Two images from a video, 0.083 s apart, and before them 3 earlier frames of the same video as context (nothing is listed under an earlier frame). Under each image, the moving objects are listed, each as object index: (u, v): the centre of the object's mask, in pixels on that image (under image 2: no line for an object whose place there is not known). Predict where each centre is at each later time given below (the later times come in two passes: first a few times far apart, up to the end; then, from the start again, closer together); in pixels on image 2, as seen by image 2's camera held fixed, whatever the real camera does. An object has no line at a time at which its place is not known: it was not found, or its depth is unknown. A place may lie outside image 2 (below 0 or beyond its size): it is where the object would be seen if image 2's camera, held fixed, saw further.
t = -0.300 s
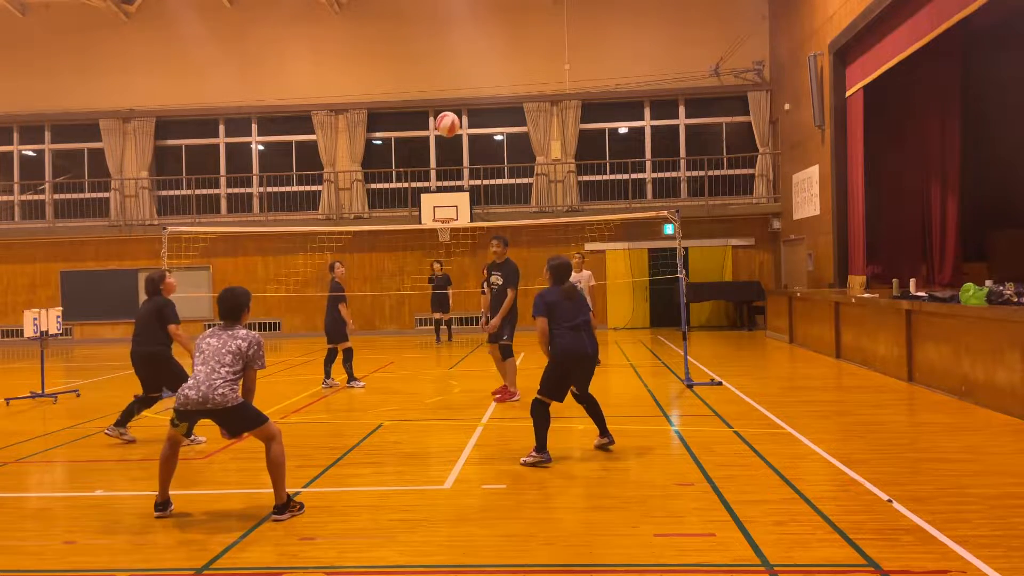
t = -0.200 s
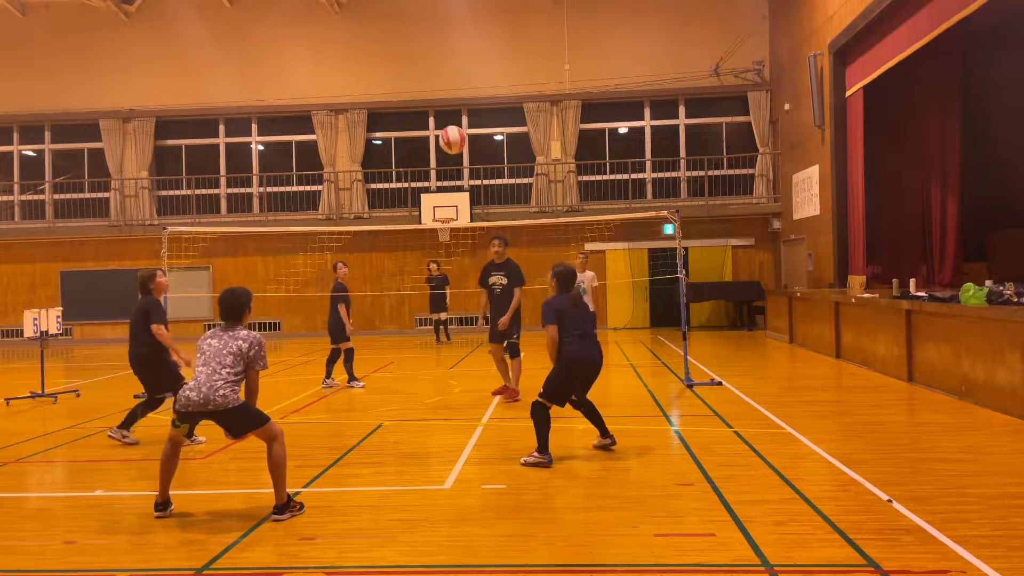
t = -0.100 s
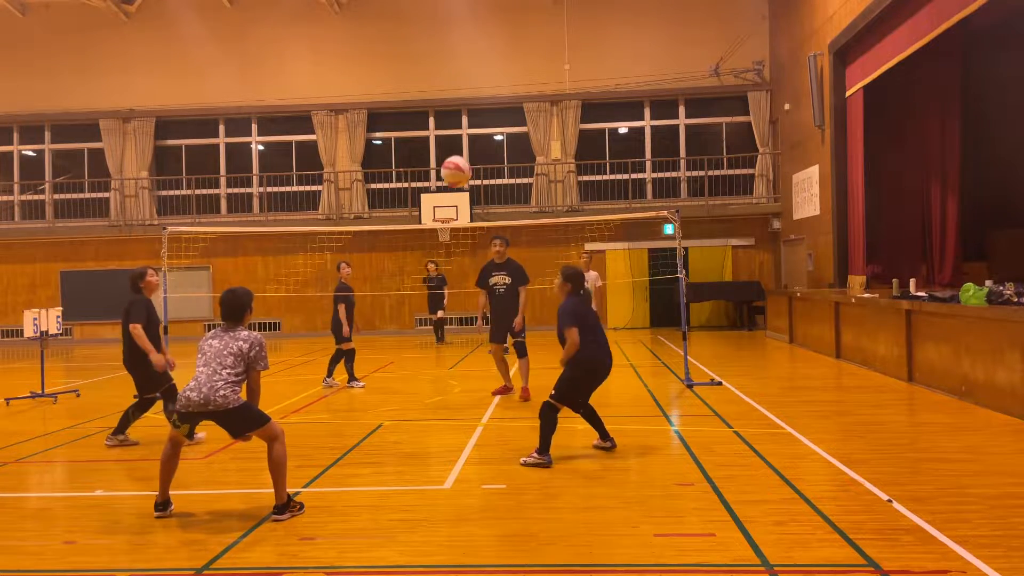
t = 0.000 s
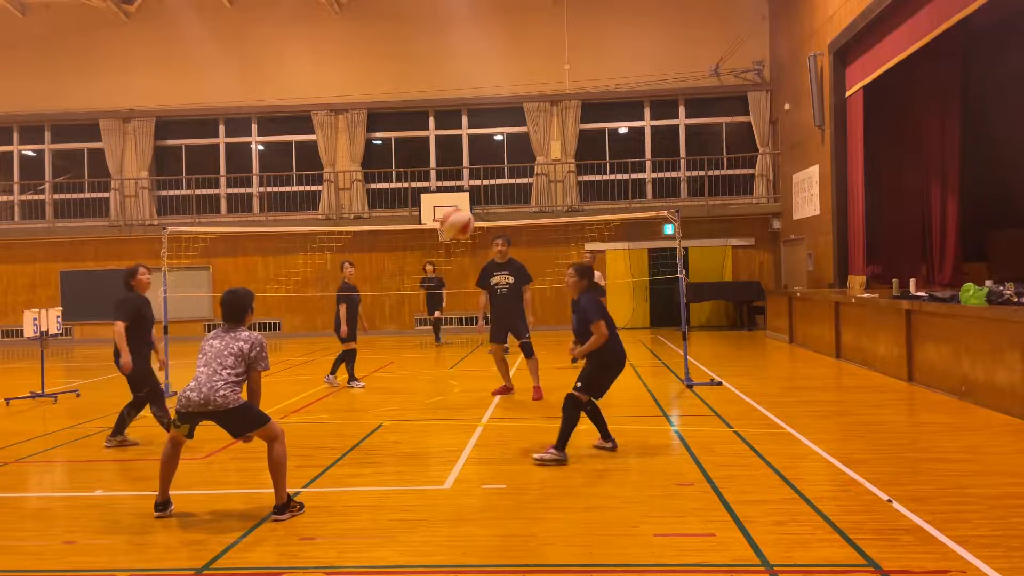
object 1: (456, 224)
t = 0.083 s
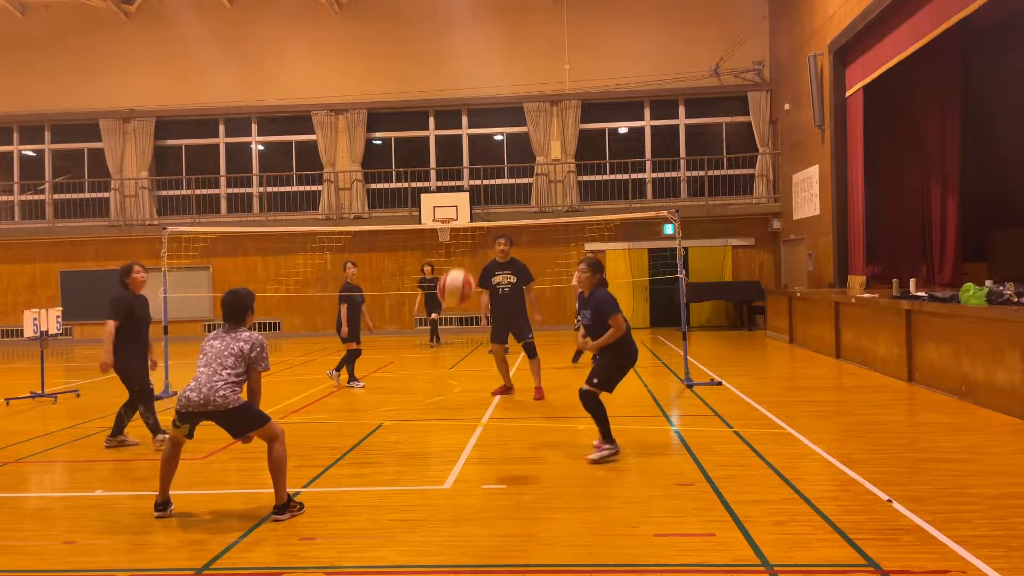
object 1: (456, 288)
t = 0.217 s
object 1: (451, 451)
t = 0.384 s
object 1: (436, 431)
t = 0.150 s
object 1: (454, 358)
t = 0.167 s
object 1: (453, 379)
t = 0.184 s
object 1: (452, 402)
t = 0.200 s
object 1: (451, 425)
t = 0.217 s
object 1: (451, 451)
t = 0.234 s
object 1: (450, 478)
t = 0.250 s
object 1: (450, 512)
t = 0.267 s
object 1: (449, 522)
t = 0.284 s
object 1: (447, 507)
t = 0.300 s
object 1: (446, 495)
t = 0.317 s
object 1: (444, 482)
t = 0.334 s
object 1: (442, 468)
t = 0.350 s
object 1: (441, 455)
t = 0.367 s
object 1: (439, 443)
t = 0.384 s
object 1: (436, 431)
